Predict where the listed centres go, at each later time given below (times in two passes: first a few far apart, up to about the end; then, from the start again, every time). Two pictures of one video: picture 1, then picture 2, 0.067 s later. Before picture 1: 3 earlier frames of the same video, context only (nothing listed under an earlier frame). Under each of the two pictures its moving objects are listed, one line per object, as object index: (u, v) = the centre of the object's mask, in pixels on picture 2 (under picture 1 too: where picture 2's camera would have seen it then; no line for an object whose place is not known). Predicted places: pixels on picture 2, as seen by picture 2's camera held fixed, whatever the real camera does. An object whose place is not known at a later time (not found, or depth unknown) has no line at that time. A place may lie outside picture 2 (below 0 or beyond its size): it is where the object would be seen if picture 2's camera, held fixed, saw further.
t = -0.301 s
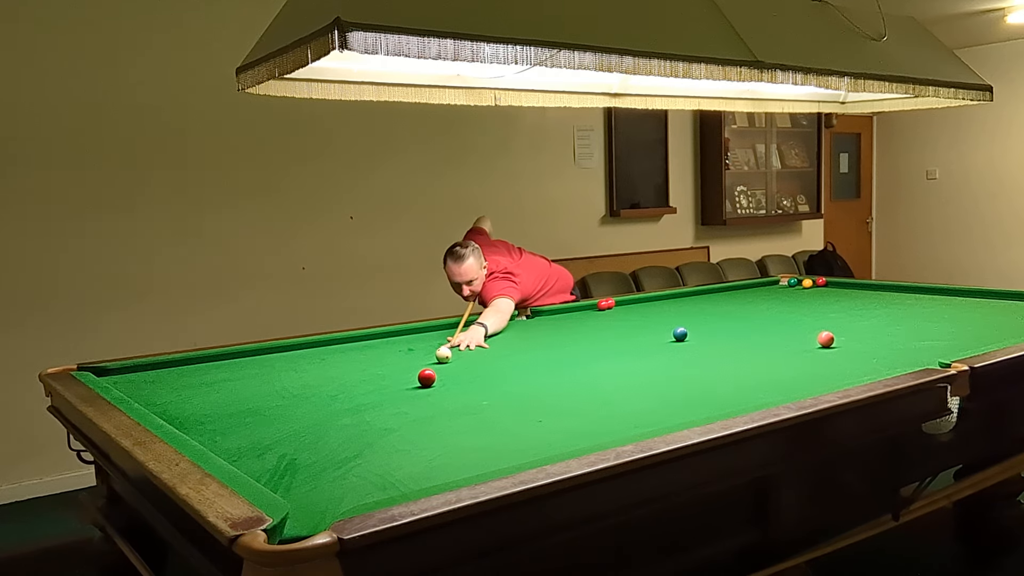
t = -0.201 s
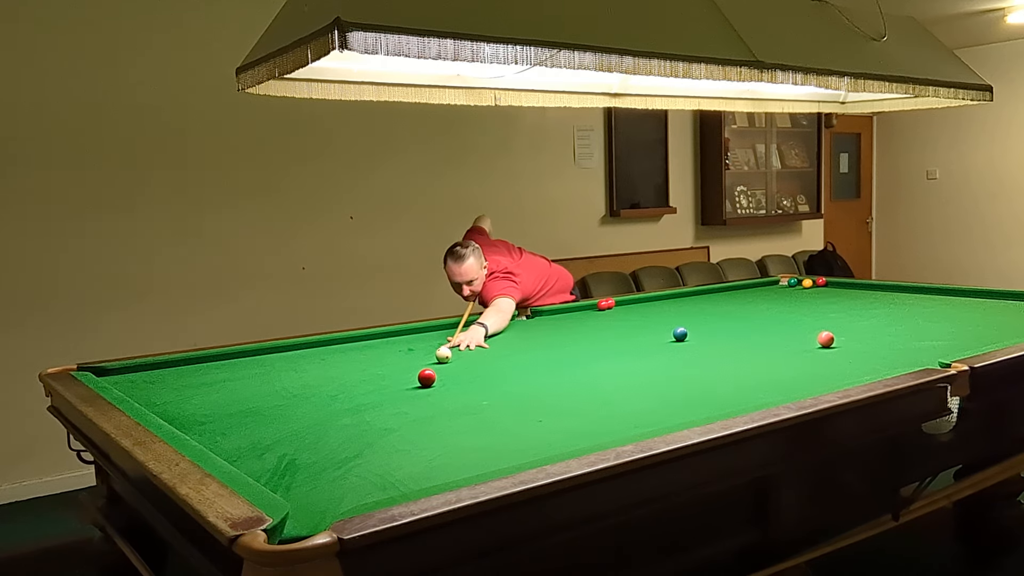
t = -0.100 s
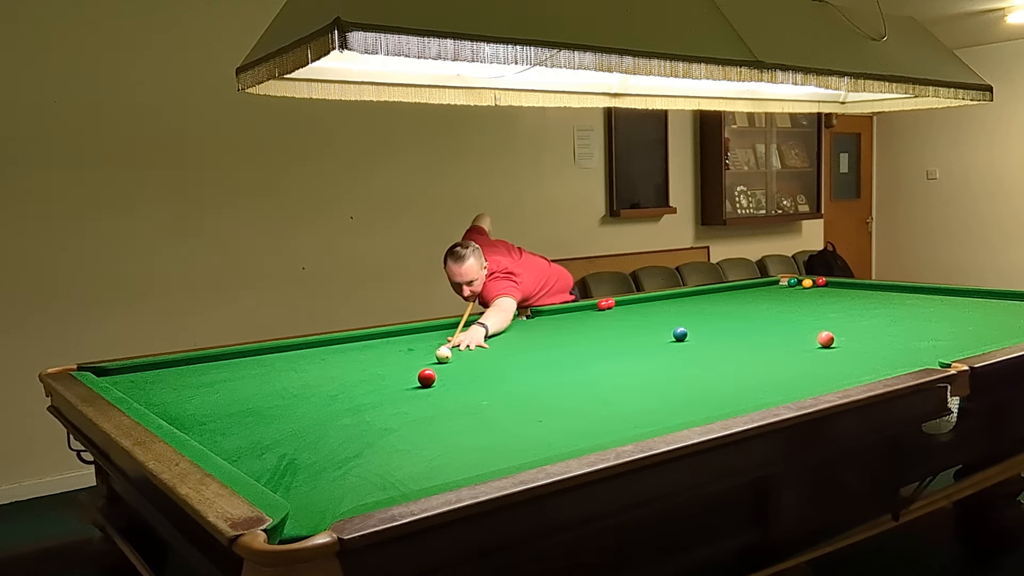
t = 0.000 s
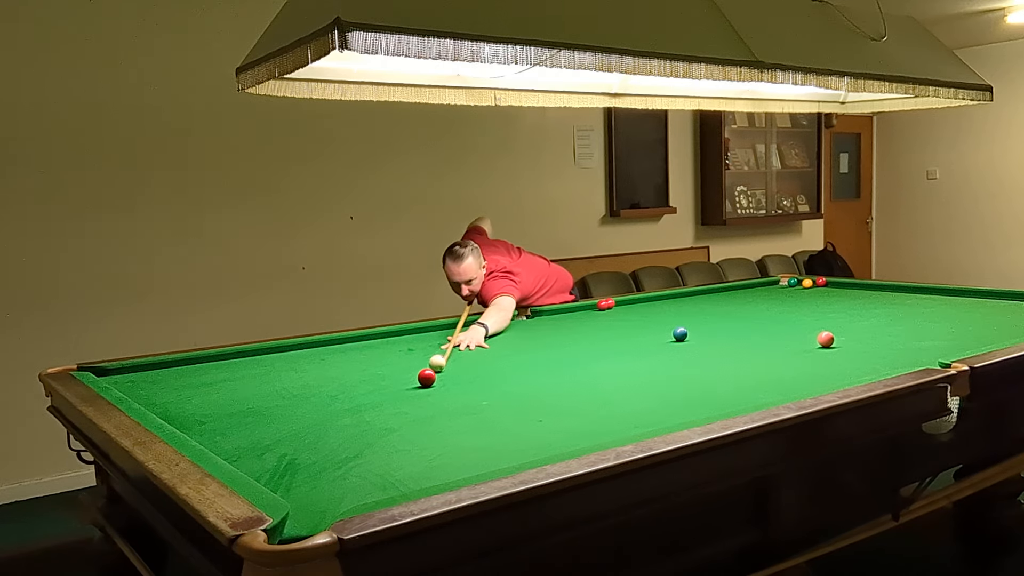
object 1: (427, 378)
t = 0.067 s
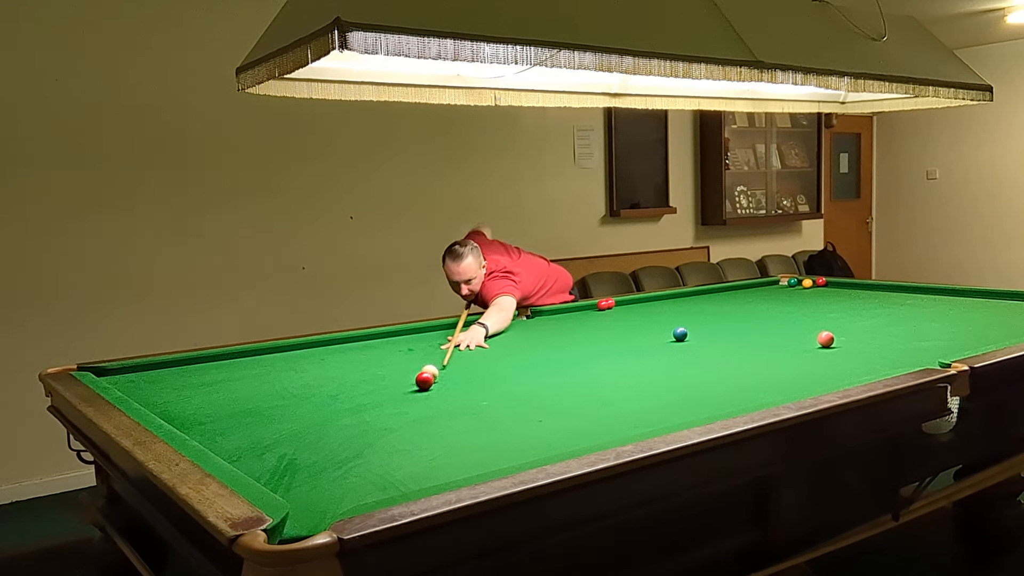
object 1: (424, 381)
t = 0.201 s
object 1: (401, 412)
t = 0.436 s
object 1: (349, 484)
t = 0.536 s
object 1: (314, 523)
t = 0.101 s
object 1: (419, 388)
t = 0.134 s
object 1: (413, 396)
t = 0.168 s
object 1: (407, 404)
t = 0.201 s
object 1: (401, 412)
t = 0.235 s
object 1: (395, 421)
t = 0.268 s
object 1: (388, 430)
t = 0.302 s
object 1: (381, 440)
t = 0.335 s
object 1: (373, 450)
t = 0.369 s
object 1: (366, 460)
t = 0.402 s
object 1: (358, 471)
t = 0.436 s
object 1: (349, 484)
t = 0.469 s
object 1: (339, 496)
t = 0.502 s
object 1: (327, 509)
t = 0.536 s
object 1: (314, 523)
